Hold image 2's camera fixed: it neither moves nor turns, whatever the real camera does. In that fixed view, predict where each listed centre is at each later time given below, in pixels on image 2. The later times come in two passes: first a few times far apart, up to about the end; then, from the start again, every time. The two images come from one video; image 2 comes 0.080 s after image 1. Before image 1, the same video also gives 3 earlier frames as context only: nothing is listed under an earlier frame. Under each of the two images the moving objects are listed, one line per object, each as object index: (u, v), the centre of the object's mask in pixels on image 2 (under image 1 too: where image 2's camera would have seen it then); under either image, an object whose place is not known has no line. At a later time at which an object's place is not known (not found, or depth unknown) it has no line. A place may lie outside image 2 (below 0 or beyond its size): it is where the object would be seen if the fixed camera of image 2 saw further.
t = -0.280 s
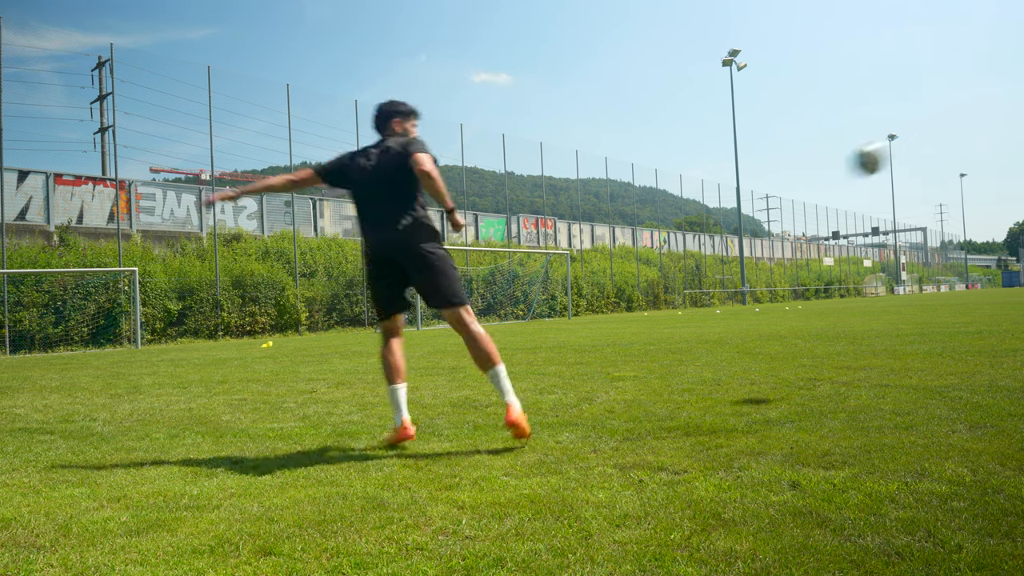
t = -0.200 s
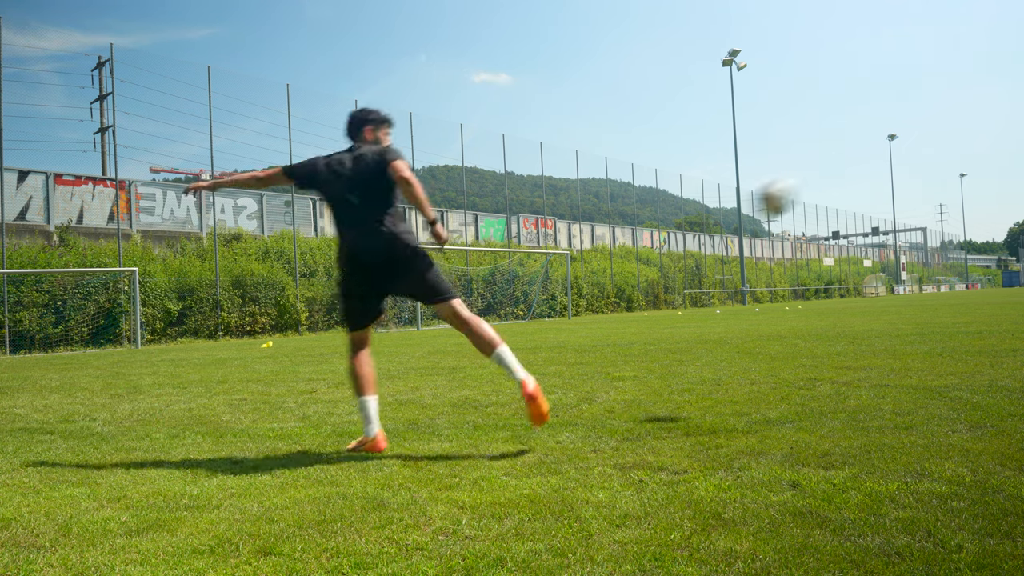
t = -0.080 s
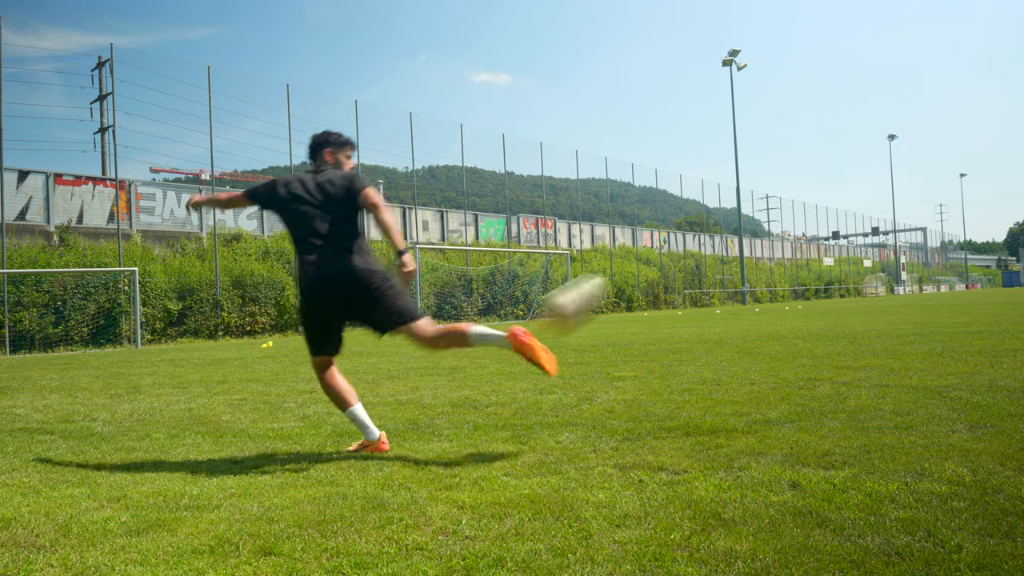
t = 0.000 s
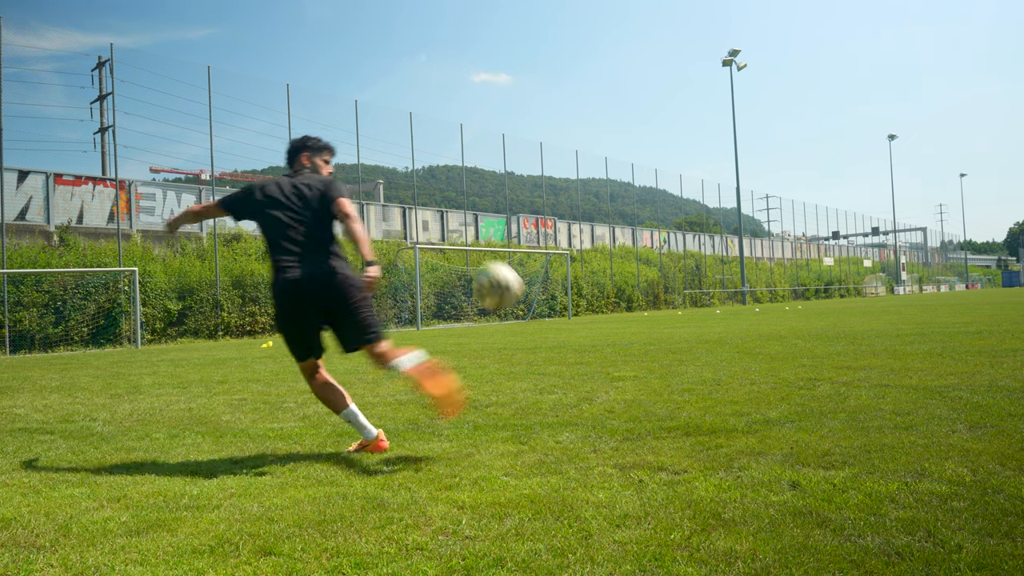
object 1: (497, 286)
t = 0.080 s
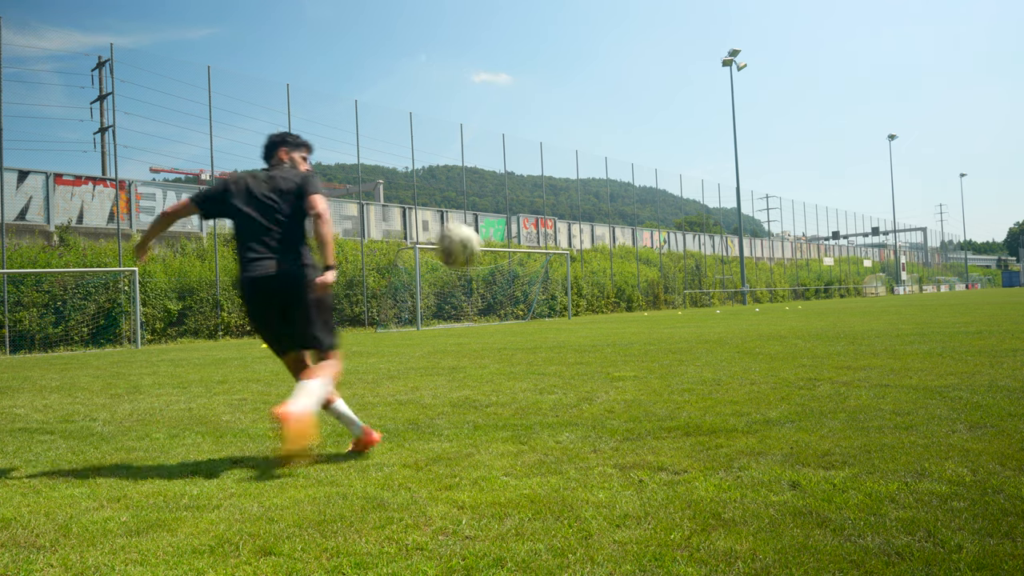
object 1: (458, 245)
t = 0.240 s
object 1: (387, 206)
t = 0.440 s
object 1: (315, 226)
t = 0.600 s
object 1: (264, 287)
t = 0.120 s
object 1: (440, 230)
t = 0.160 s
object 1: (421, 219)
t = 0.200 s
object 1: (403, 210)
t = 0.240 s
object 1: (387, 206)
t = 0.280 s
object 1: (372, 204)
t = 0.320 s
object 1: (357, 206)
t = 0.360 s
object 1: (341, 209)
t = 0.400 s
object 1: (327, 216)
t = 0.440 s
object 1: (315, 226)
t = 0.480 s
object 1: (301, 237)
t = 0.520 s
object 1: (289, 251)
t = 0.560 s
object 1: (276, 267)
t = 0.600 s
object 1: (264, 287)
